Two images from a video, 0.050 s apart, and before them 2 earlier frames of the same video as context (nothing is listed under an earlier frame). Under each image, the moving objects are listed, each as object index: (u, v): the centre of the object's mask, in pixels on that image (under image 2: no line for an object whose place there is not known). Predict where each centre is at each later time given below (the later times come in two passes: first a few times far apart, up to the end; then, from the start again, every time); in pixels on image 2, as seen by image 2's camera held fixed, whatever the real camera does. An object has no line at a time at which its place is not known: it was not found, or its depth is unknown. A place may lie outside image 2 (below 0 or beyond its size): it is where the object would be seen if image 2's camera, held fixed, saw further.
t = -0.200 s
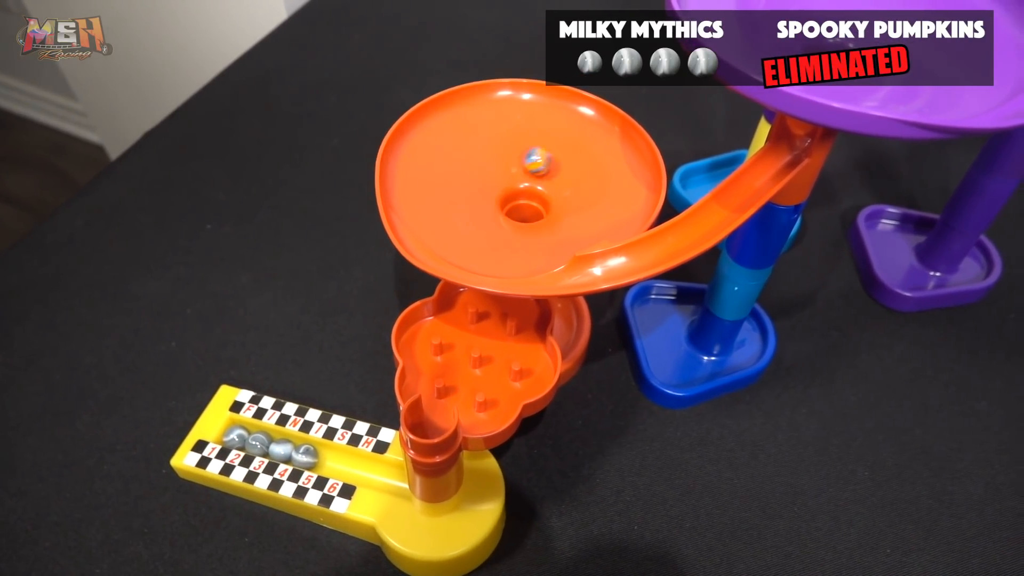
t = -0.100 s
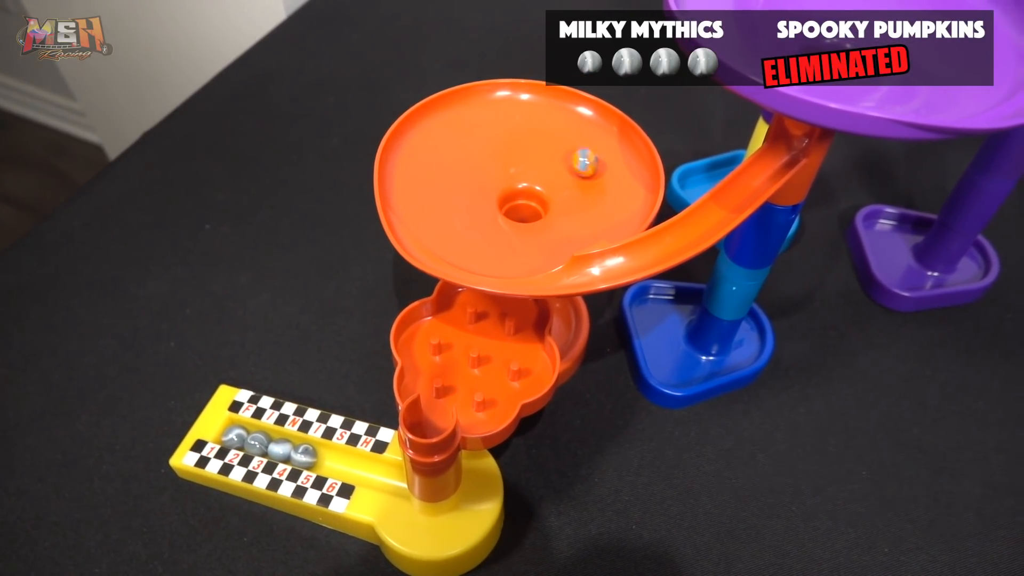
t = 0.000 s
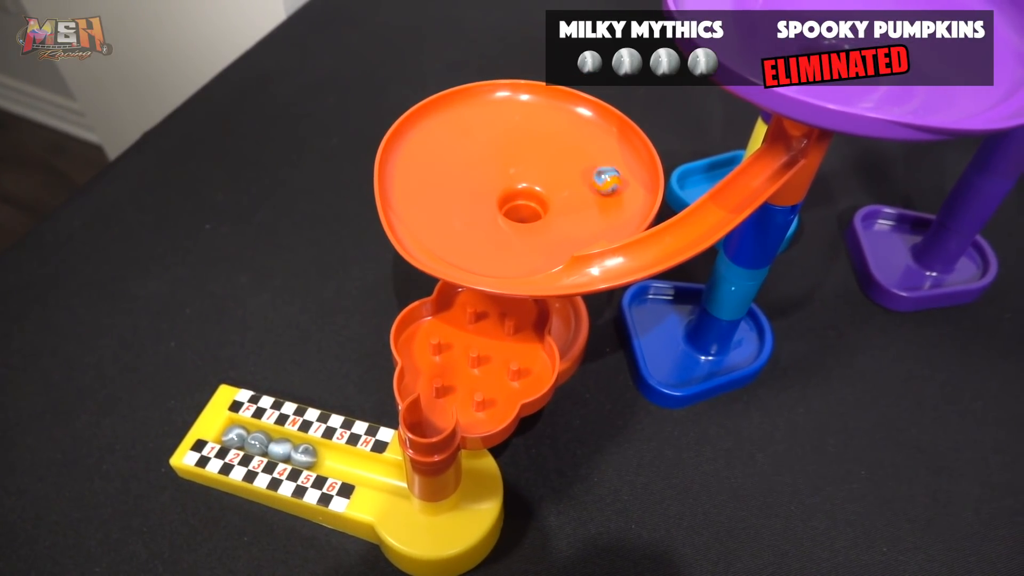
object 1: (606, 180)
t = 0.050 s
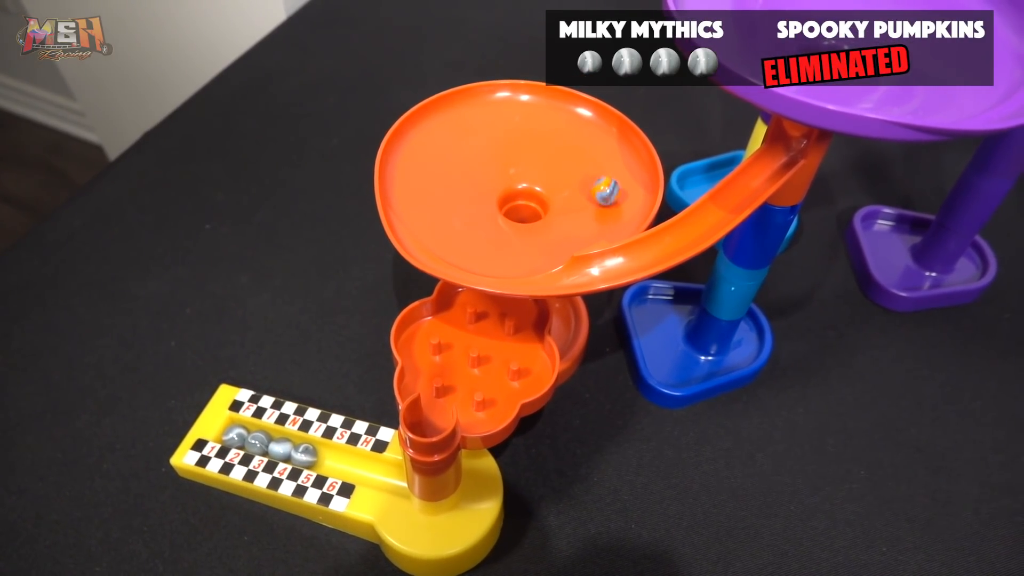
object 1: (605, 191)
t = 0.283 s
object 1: (501, 210)
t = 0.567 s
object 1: (529, 157)
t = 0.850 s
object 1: (548, 232)
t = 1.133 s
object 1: (510, 171)
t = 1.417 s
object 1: (585, 187)
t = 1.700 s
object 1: (476, 187)
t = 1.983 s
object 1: (573, 192)
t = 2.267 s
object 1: (515, 216)
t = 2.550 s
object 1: (555, 159)
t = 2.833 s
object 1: (505, 217)
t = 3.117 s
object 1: (553, 178)
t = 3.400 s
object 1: (537, 216)
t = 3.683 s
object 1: (534, 164)
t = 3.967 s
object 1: (513, 220)
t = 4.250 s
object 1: (565, 184)
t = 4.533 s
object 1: (509, 202)
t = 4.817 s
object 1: (554, 193)
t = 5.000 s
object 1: (499, 209)
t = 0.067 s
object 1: (603, 195)
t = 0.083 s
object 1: (600, 199)
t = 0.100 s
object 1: (595, 203)
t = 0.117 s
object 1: (590, 206)
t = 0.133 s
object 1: (585, 209)
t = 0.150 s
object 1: (577, 212)
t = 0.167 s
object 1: (569, 215)
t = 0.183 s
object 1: (560, 217)
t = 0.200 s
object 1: (551, 219)
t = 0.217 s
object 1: (541, 219)
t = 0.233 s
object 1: (530, 219)
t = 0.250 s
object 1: (520, 217)
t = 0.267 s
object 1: (511, 214)
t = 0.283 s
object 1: (501, 210)
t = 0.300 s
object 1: (493, 205)
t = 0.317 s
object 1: (486, 198)
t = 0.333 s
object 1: (482, 192)
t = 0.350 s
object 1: (478, 185)
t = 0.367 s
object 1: (476, 179)
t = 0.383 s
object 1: (476, 174)
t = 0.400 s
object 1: (476, 169)
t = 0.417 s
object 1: (478, 164)
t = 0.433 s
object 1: (481, 160)
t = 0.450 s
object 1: (485, 157)
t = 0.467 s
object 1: (489, 154)
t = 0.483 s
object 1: (494, 153)
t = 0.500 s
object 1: (500, 151)
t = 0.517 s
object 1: (507, 152)
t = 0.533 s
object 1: (514, 153)
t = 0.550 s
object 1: (521, 155)
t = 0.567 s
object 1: (529, 157)
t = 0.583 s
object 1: (536, 160)
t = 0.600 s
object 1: (544, 164)
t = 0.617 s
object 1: (551, 169)
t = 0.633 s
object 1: (557, 174)
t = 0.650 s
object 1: (563, 180)
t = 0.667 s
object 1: (568, 186)
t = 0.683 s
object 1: (571, 192)
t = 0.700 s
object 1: (573, 198)
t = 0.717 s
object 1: (573, 203)
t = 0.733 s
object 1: (573, 209)
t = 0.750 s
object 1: (572, 213)
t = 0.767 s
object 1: (569, 218)
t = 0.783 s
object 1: (566, 222)
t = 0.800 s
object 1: (562, 225)
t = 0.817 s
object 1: (558, 228)
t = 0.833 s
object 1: (553, 231)
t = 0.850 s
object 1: (548, 232)
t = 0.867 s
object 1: (542, 233)
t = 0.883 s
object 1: (537, 233)
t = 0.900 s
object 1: (531, 233)
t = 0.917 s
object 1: (525, 232)
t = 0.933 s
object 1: (519, 230)
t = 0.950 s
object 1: (513, 228)
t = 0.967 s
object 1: (508, 225)
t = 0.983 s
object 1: (503, 221)
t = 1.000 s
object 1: (499, 217)
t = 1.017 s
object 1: (496, 212)
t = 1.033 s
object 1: (494, 207)
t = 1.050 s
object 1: (493, 202)
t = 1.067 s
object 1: (493, 196)
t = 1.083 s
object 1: (495, 189)
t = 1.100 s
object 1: (498, 183)
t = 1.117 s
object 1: (503, 176)
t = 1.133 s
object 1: (510, 171)
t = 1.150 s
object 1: (518, 167)
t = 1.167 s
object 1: (525, 163)
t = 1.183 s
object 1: (533, 159)
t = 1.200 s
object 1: (540, 158)
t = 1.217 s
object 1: (547, 156)
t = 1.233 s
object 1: (554, 155)
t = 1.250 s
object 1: (560, 155)
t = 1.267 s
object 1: (567, 157)
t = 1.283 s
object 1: (571, 158)
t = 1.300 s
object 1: (576, 160)
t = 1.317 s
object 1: (580, 162)
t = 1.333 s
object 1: (583, 165)
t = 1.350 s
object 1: (586, 169)
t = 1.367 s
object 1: (588, 173)
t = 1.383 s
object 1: (588, 177)
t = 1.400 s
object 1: (588, 182)
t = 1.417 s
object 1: (585, 187)
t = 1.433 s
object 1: (583, 192)
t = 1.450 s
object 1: (579, 196)
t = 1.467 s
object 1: (575, 201)
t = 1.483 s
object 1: (569, 206)
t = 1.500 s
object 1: (561, 209)
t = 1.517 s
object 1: (552, 213)
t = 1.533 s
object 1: (544, 215)
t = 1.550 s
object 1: (534, 216)
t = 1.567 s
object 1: (524, 217)
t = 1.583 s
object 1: (515, 215)
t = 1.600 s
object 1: (507, 213)
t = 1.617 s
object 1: (498, 210)
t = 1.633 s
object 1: (491, 206)
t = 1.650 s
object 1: (485, 202)
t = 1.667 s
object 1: (481, 196)
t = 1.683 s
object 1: (478, 192)
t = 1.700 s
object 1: (476, 187)
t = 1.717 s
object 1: (476, 183)
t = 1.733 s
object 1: (477, 178)
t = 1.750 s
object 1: (479, 175)
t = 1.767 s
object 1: (483, 172)
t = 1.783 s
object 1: (487, 169)
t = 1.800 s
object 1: (492, 168)
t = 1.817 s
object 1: (499, 166)
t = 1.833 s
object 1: (506, 165)
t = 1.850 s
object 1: (515, 167)
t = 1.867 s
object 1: (524, 168)
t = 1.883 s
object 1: (533, 171)
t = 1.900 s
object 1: (542, 173)
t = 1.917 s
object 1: (550, 176)
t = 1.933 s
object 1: (557, 179)
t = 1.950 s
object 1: (565, 184)
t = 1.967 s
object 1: (569, 188)
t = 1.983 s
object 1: (573, 192)
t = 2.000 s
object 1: (576, 196)
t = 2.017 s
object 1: (578, 200)
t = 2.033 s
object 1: (579, 204)
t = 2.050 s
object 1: (579, 209)
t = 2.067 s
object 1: (577, 212)
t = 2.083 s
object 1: (576, 216)
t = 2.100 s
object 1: (572, 218)
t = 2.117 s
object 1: (569, 221)
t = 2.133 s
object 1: (565, 223)
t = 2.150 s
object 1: (560, 224)
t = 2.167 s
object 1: (554, 225)
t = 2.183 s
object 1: (548, 224)
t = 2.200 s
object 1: (541, 224)
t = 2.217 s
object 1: (535, 223)
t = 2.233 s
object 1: (528, 221)
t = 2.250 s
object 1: (522, 218)
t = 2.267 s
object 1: (515, 216)
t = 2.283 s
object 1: (510, 212)
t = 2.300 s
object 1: (505, 207)
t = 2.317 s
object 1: (502, 201)
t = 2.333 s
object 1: (499, 194)
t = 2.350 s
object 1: (499, 187)
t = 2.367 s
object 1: (501, 180)
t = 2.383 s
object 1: (504, 174)
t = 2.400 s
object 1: (508, 169)
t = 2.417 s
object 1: (512, 164)
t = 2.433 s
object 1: (518, 161)
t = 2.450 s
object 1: (523, 158)
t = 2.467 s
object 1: (528, 156)
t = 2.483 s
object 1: (535, 155)
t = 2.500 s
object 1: (540, 155)
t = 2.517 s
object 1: (545, 155)
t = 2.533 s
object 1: (551, 157)
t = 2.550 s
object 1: (555, 159)
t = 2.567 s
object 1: (561, 163)
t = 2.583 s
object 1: (564, 167)
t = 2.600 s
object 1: (567, 171)
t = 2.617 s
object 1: (568, 176)
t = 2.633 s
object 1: (570, 182)
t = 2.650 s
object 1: (569, 187)
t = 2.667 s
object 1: (568, 193)
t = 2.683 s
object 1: (565, 198)
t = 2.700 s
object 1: (560, 204)
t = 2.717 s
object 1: (555, 209)
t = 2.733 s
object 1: (550, 213)
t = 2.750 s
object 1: (542, 216)
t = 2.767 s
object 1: (534, 217)
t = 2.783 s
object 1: (526, 218)
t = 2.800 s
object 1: (519, 219)
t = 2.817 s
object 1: (512, 218)
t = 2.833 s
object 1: (505, 217)
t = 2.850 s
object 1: (499, 215)
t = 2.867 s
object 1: (494, 212)
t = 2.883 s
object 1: (490, 209)
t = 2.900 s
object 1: (487, 205)
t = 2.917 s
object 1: (485, 202)
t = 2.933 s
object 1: (484, 198)
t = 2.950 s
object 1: (485, 194)
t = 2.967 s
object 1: (487, 190)
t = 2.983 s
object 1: (491, 187)
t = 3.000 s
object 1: (496, 184)
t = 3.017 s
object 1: (502, 181)
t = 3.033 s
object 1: (509, 178)
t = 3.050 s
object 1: (518, 176)
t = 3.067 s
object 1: (528, 176)
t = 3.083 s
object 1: (537, 176)
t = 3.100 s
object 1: (545, 177)
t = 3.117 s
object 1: (553, 178)
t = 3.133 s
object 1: (560, 180)
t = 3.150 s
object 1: (566, 181)
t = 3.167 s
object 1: (572, 184)
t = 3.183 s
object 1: (576, 187)
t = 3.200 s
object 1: (579, 190)
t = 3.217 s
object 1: (581, 193)
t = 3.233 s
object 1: (582, 196)
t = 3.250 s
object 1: (582, 199)
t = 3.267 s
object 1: (581, 202)
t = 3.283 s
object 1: (579, 205)
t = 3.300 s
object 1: (576, 207)
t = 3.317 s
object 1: (571, 210)
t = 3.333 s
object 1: (566, 212)
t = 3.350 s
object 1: (560, 214)
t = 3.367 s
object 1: (553, 215)
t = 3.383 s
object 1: (545, 216)
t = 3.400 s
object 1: (537, 216)
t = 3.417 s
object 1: (529, 214)
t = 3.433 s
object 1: (521, 212)
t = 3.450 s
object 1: (513, 209)
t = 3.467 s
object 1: (507, 205)
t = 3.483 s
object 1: (502, 199)
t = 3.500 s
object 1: (499, 193)
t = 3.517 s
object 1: (497, 186)
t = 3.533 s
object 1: (498, 180)
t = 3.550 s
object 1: (499, 175)
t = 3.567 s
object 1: (501, 170)
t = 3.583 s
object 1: (504, 166)
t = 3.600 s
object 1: (508, 163)
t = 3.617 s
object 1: (513, 161)
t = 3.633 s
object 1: (518, 161)
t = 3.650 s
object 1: (524, 161)
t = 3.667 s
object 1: (529, 162)
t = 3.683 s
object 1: (534, 164)
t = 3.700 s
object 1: (540, 167)
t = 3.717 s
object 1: (545, 171)
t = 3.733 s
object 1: (549, 176)
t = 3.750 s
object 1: (553, 181)
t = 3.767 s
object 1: (556, 187)
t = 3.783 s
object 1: (558, 193)
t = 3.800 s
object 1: (558, 199)
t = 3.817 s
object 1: (556, 205)
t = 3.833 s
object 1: (553, 209)
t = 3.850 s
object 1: (549, 214)
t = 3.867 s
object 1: (545, 217)
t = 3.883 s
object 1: (540, 219)
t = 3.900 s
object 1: (535, 221)
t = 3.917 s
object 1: (529, 221)
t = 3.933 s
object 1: (524, 222)
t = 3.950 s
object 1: (518, 221)
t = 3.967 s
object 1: (513, 220)
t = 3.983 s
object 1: (509, 219)
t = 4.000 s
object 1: (505, 217)
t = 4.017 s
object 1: (501, 214)
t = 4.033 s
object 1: (499, 210)
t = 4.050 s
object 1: (498, 207)
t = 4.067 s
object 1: (497, 202)
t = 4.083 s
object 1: (499, 198)
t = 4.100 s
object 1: (501, 193)
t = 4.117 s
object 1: (505, 188)
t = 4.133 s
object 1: (511, 184)
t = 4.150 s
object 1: (520, 183)
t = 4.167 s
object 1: (530, 181)
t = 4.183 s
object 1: (539, 180)
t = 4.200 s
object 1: (546, 180)
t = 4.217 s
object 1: (553, 181)
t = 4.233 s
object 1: (559, 183)
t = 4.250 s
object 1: (565, 184)
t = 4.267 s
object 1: (569, 187)
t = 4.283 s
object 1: (572, 189)
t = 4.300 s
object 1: (574, 192)
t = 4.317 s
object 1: (575, 193)
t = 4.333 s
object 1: (575, 196)
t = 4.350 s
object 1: (574, 198)
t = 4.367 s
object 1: (572, 201)
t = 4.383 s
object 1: (569, 204)
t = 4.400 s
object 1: (565, 206)
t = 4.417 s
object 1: (559, 209)
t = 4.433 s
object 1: (554, 211)
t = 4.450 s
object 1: (547, 212)
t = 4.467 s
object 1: (539, 213)
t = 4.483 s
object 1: (531, 212)
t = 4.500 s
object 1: (524, 211)
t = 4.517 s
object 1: (515, 207)
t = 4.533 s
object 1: (509, 202)
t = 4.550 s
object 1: (505, 196)
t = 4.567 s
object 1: (505, 190)
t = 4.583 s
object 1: (506, 183)
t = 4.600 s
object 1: (509, 178)
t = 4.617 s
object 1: (513, 173)
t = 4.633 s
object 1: (516, 170)
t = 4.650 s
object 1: (521, 168)
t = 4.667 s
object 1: (526, 165)
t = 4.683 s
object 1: (531, 165)
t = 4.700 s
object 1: (535, 165)
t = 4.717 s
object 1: (540, 167)
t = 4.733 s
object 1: (544, 169)
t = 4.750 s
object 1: (548, 173)
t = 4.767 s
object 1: (551, 177)
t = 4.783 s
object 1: (554, 182)
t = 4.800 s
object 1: (554, 187)
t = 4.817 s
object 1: (554, 193)
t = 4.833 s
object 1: (552, 199)
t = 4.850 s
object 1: (548, 205)
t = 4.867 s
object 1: (544, 208)
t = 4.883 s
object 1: (538, 212)
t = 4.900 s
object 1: (531, 214)
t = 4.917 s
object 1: (525, 215)
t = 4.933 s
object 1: (518, 216)
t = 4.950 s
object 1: (512, 215)
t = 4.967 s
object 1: (507, 213)
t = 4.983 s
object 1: (502, 212)
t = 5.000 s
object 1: (499, 209)
